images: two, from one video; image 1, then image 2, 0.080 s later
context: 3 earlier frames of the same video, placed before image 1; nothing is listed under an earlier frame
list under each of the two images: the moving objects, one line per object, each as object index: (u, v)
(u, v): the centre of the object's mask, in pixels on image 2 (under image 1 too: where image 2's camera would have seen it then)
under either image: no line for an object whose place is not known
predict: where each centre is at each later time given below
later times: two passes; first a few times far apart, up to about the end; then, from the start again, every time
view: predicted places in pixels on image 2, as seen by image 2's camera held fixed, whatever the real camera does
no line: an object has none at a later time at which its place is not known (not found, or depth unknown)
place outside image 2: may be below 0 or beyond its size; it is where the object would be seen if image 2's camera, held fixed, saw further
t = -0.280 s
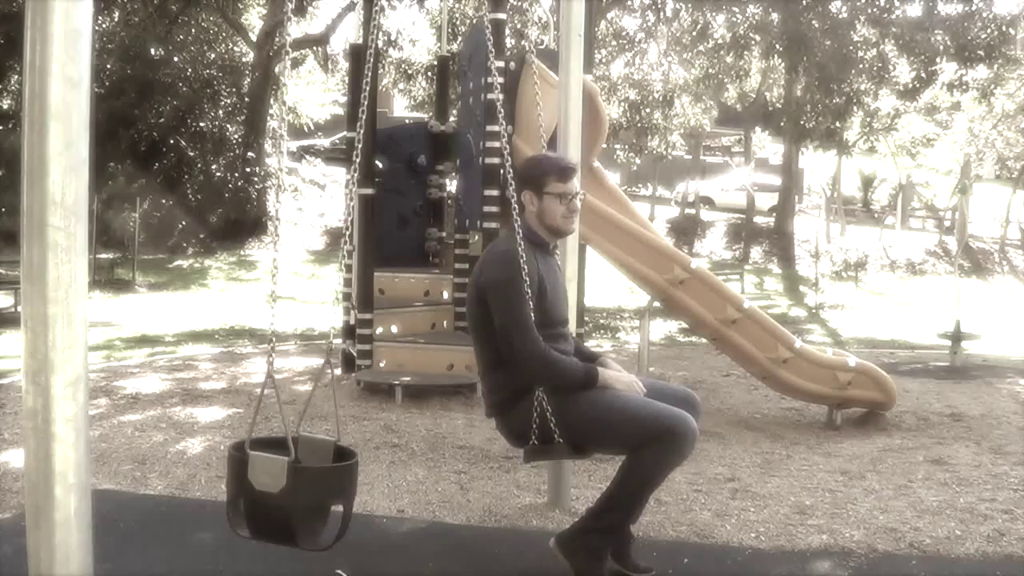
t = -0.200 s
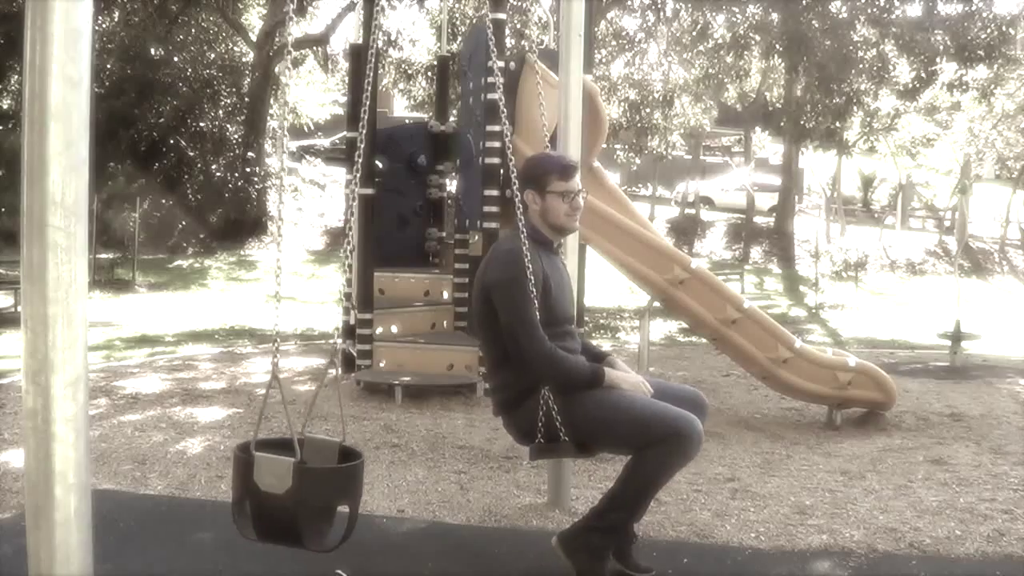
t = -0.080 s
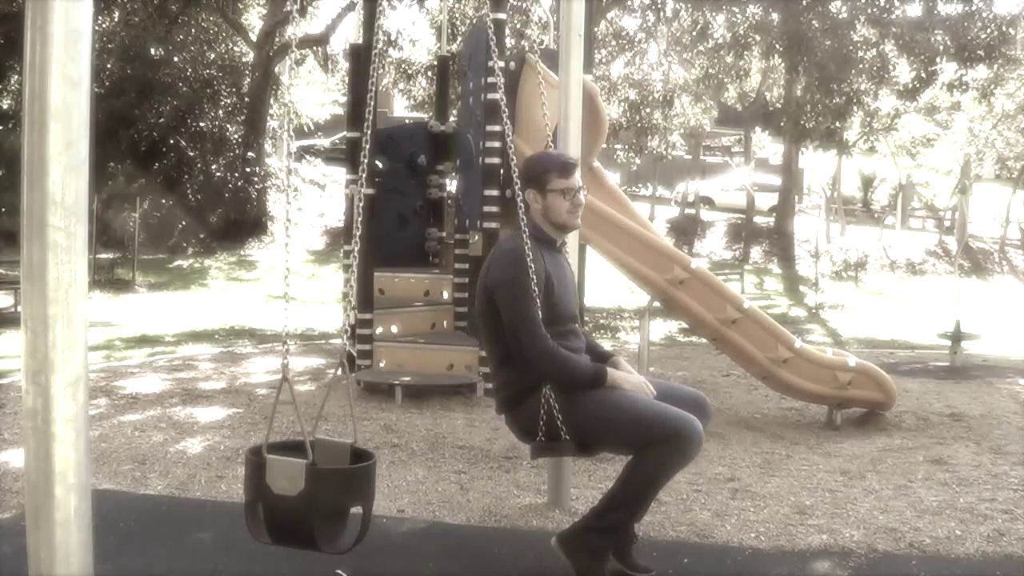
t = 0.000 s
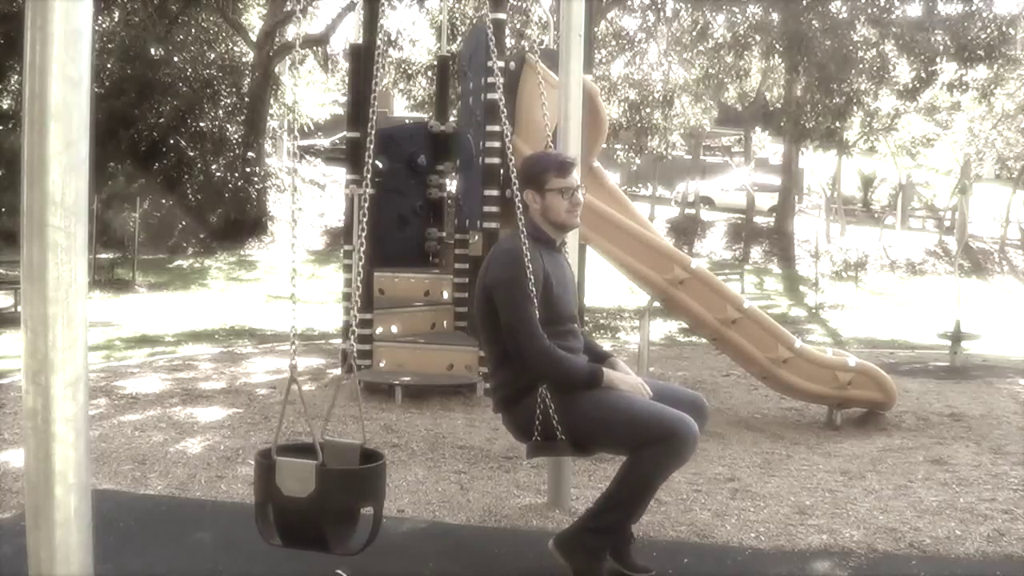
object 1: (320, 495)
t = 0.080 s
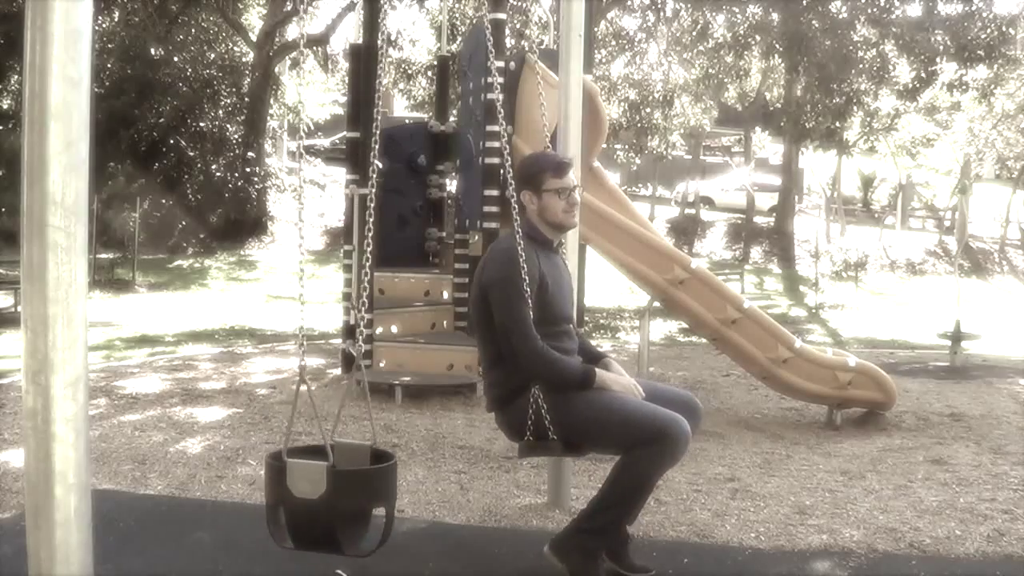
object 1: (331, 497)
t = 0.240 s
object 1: (355, 501)
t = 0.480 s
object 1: (388, 503)
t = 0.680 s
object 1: (403, 503)
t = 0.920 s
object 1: (401, 503)
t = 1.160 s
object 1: (378, 502)
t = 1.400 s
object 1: (342, 499)
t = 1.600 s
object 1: (313, 494)
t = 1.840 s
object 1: (290, 490)
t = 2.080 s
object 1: (286, 489)
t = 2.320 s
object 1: (304, 493)
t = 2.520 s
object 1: (330, 498)
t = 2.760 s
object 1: (367, 502)
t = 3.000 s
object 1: (397, 503)
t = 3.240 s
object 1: (406, 503)
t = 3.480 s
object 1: (393, 502)
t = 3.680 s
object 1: (367, 501)
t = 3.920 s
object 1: (330, 497)
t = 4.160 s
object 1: (298, 492)
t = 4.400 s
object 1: (284, 489)
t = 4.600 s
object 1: (289, 490)
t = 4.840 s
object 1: (313, 495)
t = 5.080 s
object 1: (350, 500)
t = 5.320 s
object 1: (385, 502)
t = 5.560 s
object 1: (405, 503)
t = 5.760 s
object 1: (405, 503)
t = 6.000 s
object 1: (383, 502)
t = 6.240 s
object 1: (348, 500)
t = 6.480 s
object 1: (312, 495)
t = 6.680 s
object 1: (290, 491)
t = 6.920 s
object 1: (284, 489)
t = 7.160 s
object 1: (299, 492)
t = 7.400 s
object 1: (331, 497)
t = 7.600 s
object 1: (363, 501)
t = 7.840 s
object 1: (394, 503)
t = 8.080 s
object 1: (407, 503)
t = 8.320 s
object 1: (396, 503)
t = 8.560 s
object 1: (366, 501)
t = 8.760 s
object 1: (335, 498)
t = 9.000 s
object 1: (302, 493)
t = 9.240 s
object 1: (285, 489)
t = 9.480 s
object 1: (290, 490)
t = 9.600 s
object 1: (300, 492)
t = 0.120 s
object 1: (337, 498)
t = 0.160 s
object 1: (343, 499)
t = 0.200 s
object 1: (349, 500)
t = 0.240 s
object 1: (355, 501)
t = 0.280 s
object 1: (361, 501)
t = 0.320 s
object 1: (367, 502)
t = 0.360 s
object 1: (372, 502)
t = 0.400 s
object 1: (378, 502)
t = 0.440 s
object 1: (383, 503)
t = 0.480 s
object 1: (388, 503)
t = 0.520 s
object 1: (392, 503)
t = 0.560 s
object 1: (395, 503)
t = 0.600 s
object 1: (398, 503)
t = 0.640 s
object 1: (401, 503)
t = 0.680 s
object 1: (403, 503)
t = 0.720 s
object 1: (404, 503)
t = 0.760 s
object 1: (405, 503)
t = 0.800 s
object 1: (405, 503)
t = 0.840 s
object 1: (404, 503)
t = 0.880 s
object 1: (403, 503)
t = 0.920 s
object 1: (401, 503)
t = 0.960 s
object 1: (398, 503)
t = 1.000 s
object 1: (395, 503)
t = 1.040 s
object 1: (391, 503)
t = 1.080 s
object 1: (387, 502)
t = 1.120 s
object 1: (382, 502)
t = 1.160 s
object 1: (378, 502)
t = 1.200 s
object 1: (372, 502)
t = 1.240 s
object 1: (366, 501)
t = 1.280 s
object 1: (360, 500)
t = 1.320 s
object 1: (355, 500)
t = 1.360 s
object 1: (349, 500)
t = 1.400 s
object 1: (342, 499)
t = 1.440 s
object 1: (336, 498)
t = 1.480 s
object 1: (330, 497)
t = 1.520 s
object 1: (324, 497)
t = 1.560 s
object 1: (319, 495)
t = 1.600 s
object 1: (313, 494)
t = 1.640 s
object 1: (308, 494)
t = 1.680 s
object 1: (304, 493)
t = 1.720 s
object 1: (299, 492)
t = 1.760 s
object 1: (296, 491)
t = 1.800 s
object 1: (293, 490)
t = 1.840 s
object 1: (290, 490)
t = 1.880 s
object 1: (288, 489)
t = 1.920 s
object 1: (286, 489)
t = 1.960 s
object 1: (285, 489)
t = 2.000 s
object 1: (285, 489)
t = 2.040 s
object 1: (285, 489)
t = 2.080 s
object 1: (286, 489)
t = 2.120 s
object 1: (288, 490)
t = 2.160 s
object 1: (290, 490)
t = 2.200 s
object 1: (293, 491)
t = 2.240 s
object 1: (296, 491)
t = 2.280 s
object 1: (300, 492)
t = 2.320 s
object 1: (304, 493)
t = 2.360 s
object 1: (308, 494)
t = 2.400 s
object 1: (313, 495)
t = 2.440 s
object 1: (319, 496)
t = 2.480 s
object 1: (324, 497)
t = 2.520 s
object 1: (330, 498)
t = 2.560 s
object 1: (336, 498)
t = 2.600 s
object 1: (343, 499)
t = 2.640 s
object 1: (349, 500)
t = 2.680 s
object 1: (355, 501)
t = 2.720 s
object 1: (361, 501)
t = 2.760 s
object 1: (367, 502)
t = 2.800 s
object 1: (373, 502)
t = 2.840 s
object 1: (379, 502)
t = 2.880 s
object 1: (384, 503)
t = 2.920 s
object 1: (388, 503)
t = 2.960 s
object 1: (393, 503)
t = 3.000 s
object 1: (397, 503)
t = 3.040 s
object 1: (400, 503)
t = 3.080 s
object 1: (402, 503)
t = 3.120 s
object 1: (404, 502)
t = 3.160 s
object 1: (406, 503)
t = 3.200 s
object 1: (406, 503)
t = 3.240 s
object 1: (406, 503)
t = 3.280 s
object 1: (406, 503)
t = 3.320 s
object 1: (404, 503)
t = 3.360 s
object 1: (402, 503)
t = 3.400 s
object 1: (400, 502)
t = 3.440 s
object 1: (396, 503)
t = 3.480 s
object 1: (393, 502)
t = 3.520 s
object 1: (388, 502)
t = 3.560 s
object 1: (383, 502)
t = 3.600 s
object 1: (378, 502)
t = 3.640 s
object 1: (373, 501)
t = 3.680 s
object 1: (367, 501)
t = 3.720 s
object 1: (361, 500)
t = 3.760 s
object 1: (355, 500)
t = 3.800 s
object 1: (349, 499)
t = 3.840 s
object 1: (342, 499)
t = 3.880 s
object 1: (336, 498)
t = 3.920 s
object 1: (330, 497)
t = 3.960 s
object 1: (323, 496)
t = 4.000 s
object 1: (318, 495)
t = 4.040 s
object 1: (312, 494)
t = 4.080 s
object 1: (307, 494)
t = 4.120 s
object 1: (303, 493)
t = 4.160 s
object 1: (298, 492)
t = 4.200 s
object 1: (294, 491)
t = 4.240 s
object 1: (291, 490)
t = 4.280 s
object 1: (288, 490)
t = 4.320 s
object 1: (286, 490)
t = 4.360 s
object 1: (285, 489)
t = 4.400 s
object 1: (284, 489)
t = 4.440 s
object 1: (284, 489)
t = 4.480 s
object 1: (284, 489)
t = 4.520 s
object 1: (285, 489)
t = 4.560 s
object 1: (287, 490)
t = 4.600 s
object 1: (289, 490)
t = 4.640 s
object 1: (292, 491)
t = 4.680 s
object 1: (295, 492)
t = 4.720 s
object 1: (299, 492)
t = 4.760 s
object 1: (303, 493)
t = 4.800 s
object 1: (308, 494)
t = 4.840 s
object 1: (313, 495)
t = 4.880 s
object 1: (319, 496)
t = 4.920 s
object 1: (324, 497)
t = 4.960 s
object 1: (331, 498)
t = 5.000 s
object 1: (337, 498)
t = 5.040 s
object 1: (343, 499)
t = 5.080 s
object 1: (350, 500)
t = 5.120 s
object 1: (356, 500)
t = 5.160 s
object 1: (362, 501)
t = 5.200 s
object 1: (368, 502)
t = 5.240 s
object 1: (374, 502)
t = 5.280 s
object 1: (380, 502)
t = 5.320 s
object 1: (385, 502)
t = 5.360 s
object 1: (389, 503)
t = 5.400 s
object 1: (394, 502)
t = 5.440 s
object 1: (398, 503)
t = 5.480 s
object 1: (401, 503)
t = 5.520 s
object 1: (403, 503)
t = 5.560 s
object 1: (405, 503)
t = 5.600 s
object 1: (406, 503)
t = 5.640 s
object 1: (407, 503)
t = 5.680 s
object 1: (407, 503)
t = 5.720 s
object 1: (406, 503)
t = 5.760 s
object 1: (405, 503)
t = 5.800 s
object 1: (403, 503)
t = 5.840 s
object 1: (400, 503)
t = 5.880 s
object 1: (396, 503)
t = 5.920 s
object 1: (393, 503)
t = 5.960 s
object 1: (388, 502)
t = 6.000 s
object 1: (383, 502)
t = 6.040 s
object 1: (378, 502)
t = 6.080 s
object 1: (373, 501)
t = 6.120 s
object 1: (367, 501)
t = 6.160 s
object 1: (360, 500)
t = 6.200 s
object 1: (354, 500)
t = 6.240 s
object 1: (348, 500)
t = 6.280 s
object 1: (341, 499)
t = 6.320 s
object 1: (335, 498)
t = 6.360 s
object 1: (329, 497)
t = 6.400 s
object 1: (323, 496)
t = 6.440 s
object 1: (317, 495)
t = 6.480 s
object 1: (312, 495)
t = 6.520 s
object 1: (306, 494)
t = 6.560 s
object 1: (302, 493)
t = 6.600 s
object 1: (298, 492)
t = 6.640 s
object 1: (294, 491)
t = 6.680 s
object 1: (290, 491)
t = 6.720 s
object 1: (288, 490)
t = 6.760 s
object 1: (286, 490)
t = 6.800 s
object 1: (284, 489)
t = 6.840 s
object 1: (284, 489)
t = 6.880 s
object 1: (283, 489)
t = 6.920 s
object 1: (284, 489)
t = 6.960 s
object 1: (285, 490)
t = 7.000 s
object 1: (287, 490)
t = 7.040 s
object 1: (289, 490)
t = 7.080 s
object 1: (292, 491)
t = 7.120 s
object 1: (295, 492)
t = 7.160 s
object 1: (299, 492)
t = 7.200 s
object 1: (304, 493)
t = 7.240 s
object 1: (308, 494)
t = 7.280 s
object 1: (314, 495)
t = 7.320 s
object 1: (319, 496)
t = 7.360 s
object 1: (325, 497)
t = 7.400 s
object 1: (331, 497)
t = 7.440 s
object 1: (338, 498)
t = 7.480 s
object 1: (344, 499)
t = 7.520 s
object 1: (350, 500)
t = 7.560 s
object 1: (357, 500)
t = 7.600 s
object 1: (363, 501)
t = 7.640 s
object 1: (369, 501)
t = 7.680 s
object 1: (375, 502)
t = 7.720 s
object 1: (380, 502)
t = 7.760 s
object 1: (385, 503)
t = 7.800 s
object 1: (390, 503)
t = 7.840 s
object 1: (394, 503)
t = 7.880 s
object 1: (398, 502)
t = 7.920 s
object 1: (401, 503)
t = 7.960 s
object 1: (404, 503)
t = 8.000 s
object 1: (405, 503)
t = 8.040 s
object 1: (407, 503)
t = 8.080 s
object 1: (407, 503)
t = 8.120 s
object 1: (407, 503)
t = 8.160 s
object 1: (406, 503)
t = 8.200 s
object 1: (405, 503)
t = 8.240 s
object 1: (402, 503)
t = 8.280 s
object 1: (400, 503)
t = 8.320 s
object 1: (396, 503)
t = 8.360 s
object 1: (392, 503)
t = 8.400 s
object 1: (388, 502)
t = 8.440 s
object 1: (383, 502)
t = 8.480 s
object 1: (378, 502)
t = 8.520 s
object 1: (372, 502)
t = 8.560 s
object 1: (366, 501)
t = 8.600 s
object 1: (360, 501)
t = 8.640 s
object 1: (354, 500)
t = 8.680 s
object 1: (348, 500)
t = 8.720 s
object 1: (341, 499)
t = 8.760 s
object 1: (335, 498)
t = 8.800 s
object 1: (329, 498)
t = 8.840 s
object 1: (323, 496)
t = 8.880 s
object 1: (317, 496)
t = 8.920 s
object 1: (312, 495)
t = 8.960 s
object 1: (307, 494)
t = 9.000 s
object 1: (302, 493)
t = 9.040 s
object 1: (298, 492)
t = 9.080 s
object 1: (294, 491)
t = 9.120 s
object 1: (291, 491)
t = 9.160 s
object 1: (288, 490)
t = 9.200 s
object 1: (286, 490)
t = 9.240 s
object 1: (285, 489)
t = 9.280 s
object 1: (284, 489)
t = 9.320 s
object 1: (284, 489)
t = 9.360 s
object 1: (284, 489)
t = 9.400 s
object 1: (286, 490)
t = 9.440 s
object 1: (287, 490)
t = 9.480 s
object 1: (290, 490)
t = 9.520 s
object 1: (293, 491)
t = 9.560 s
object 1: (296, 491)
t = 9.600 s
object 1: (300, 492)
